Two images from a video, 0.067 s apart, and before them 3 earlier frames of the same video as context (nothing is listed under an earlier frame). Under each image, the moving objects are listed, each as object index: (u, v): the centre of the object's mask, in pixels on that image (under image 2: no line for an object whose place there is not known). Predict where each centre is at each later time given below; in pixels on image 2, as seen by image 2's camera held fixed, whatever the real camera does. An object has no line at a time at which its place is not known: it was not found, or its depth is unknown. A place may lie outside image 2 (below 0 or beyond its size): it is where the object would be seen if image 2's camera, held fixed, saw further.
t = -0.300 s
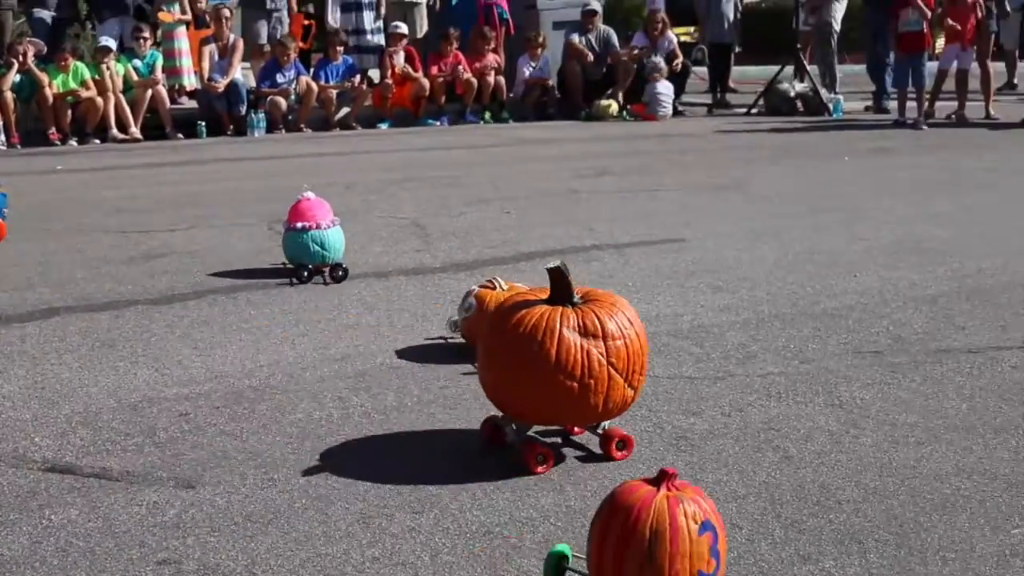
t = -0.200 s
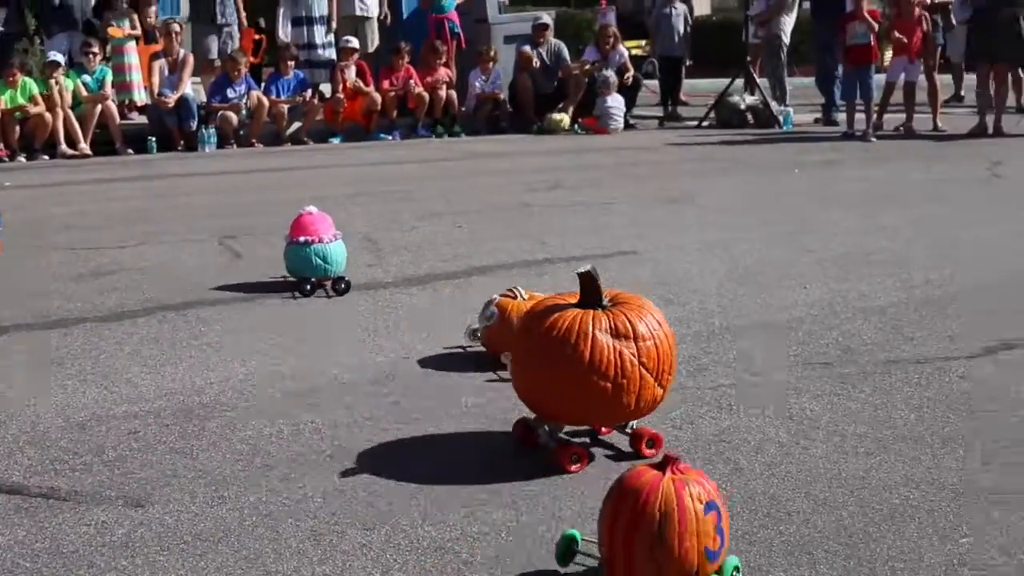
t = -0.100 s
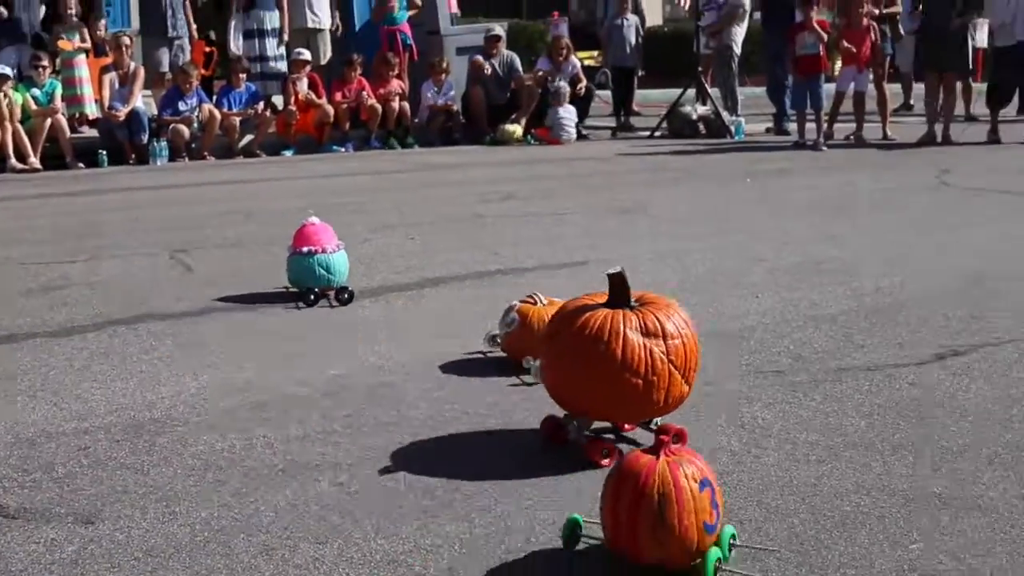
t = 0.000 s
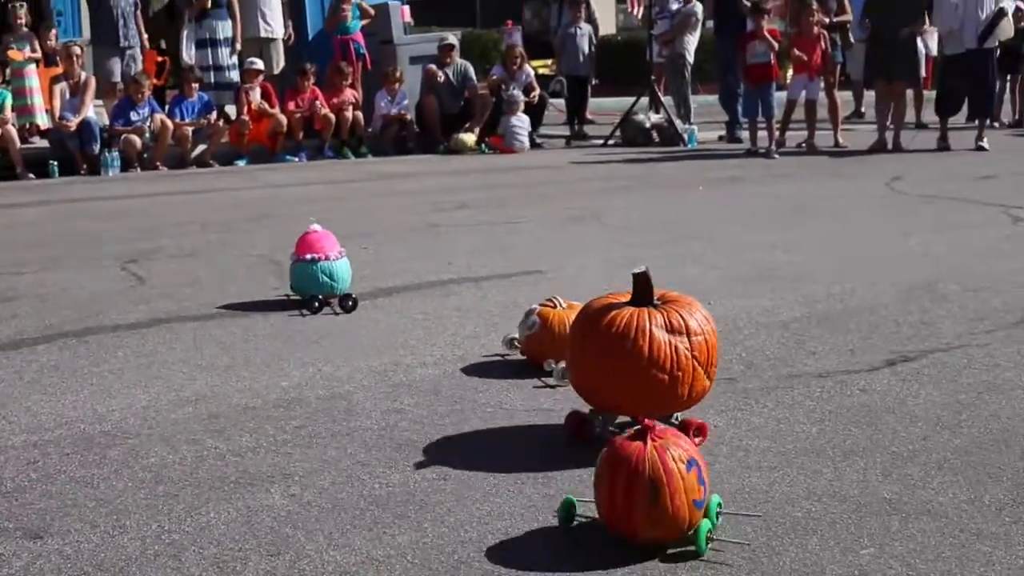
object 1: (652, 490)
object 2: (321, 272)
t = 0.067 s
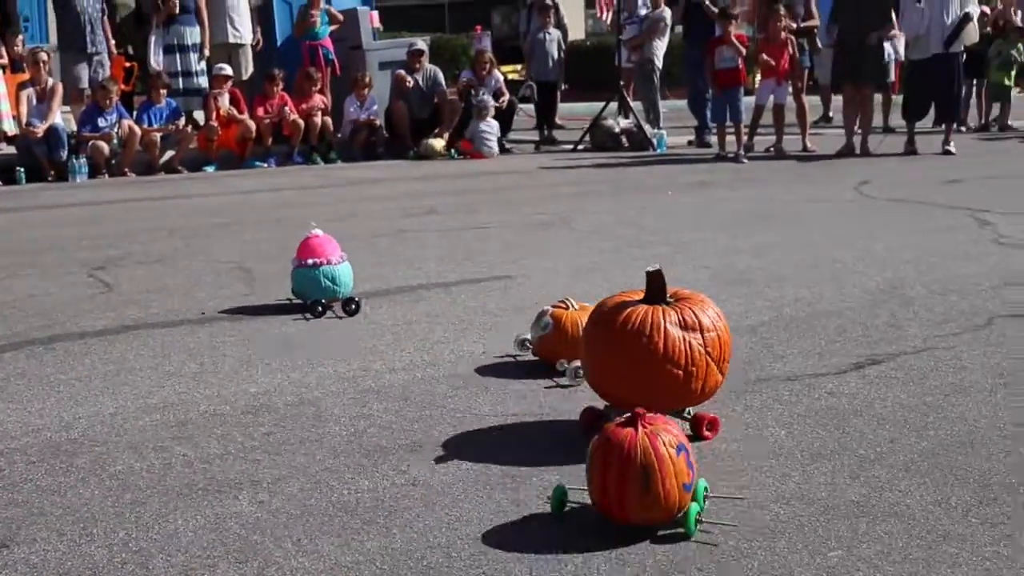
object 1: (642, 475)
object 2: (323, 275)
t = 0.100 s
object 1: (651, 467)
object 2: (339, 275)
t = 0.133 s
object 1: (660, 457)
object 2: (355, 274)
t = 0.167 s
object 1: (667, 448)
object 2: (372, 273)
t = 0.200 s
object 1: (676, 440)
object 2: (387, 272)
